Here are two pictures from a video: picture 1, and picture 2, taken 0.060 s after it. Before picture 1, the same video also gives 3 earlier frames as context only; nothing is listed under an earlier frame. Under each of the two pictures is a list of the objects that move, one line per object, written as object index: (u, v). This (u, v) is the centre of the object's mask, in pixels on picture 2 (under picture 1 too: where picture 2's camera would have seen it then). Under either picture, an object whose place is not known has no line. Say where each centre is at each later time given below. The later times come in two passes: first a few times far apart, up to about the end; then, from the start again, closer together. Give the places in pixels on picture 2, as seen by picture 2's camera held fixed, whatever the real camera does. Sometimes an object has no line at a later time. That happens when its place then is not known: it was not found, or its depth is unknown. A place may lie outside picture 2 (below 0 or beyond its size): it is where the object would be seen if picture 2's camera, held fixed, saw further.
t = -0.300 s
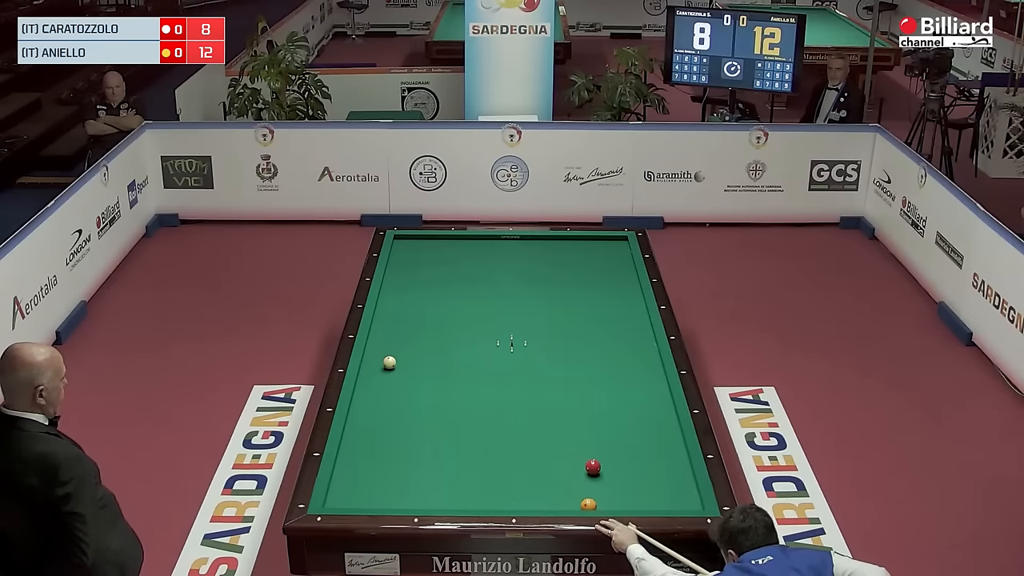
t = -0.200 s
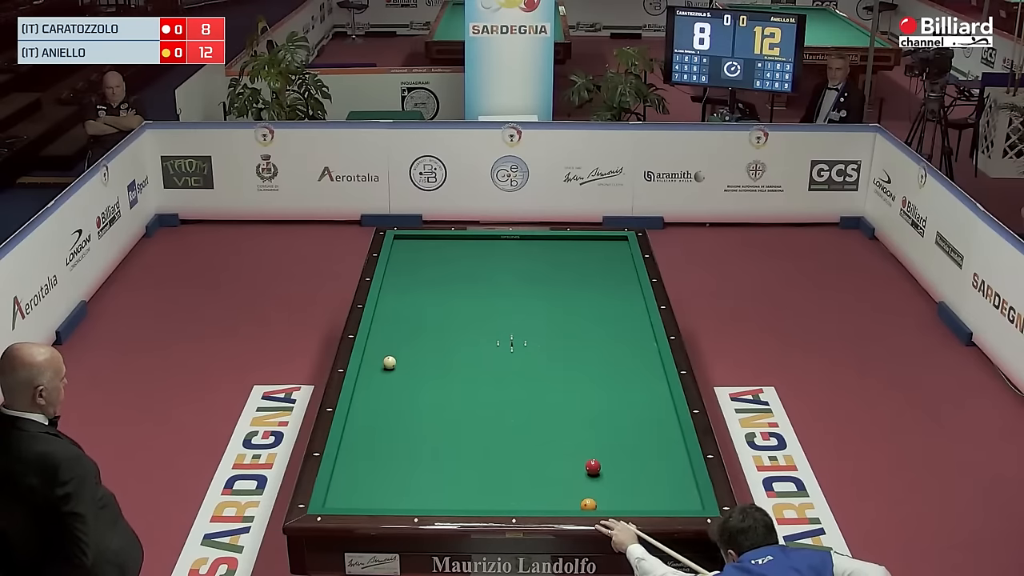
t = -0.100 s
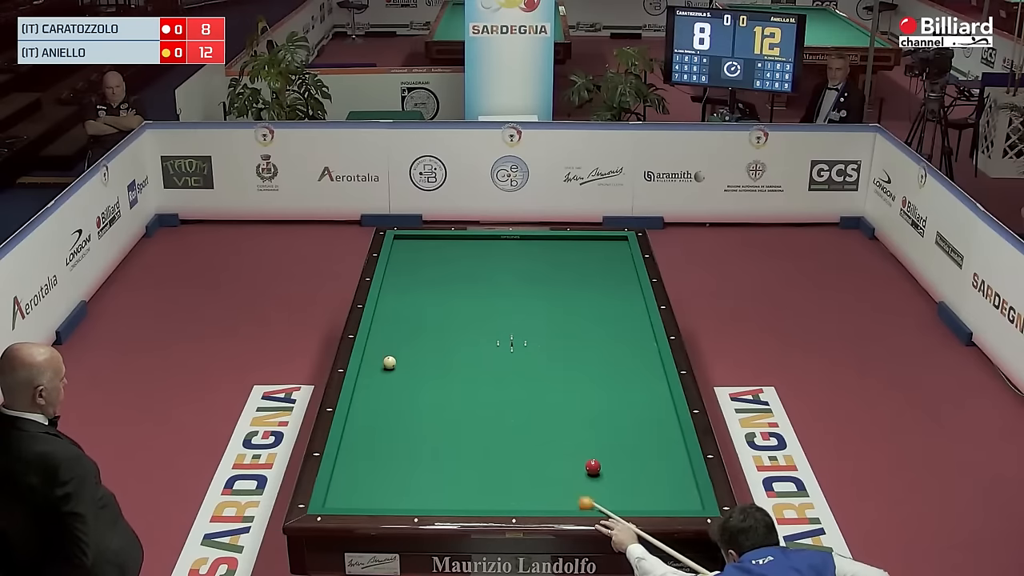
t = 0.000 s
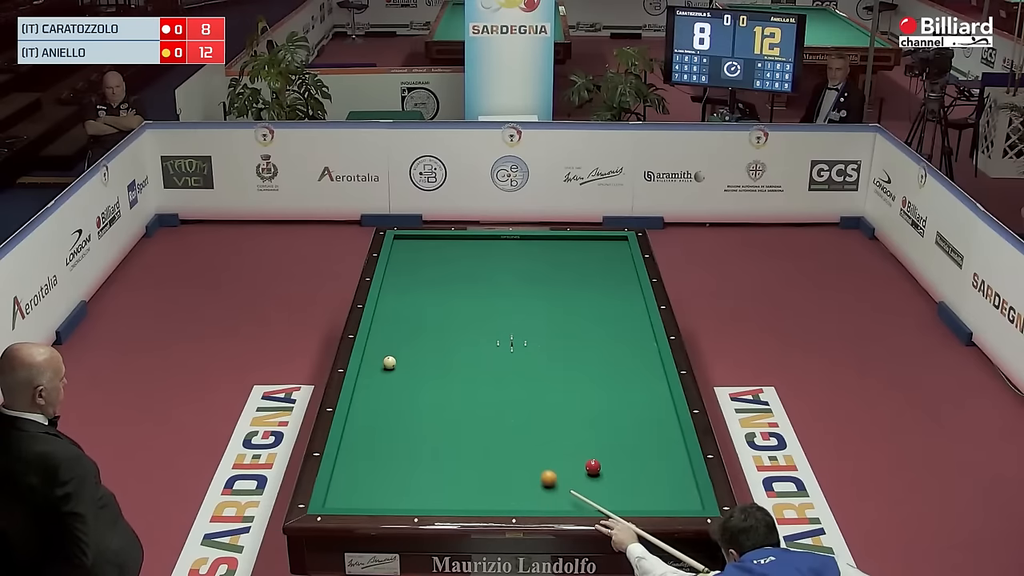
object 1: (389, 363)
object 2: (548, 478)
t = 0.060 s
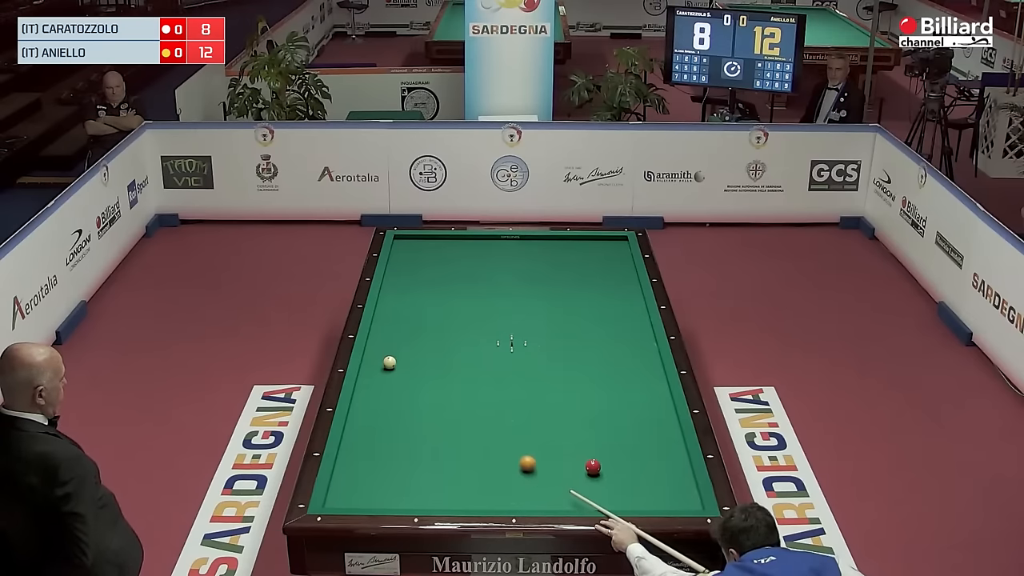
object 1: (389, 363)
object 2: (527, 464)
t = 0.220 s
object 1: (389, 363)
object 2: (475, 427)
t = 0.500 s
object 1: (389, 362)
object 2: (398, 372)
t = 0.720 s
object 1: (386, 333)
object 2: (377, 368)
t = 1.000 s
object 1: (424, 310)
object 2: (379, 360)
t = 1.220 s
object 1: (449, 294)
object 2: (394, 354)
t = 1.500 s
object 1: (478, 276)
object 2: (412, 346)
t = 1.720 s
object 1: (500, 262)
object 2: (426, 341)
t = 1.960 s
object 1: (521, 248)
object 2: (440, 335)
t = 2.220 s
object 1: (543, 240)
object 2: (454, 329)
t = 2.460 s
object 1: (562, 248)
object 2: (467, 324)
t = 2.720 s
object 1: (584, 256)
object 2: (480, 319)
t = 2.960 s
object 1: (604, 264)
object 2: (492, 314)
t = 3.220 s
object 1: (626, 272)
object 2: (503, 309)
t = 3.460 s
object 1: (626, 280)
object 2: (514, 305)
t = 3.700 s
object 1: (618, 287)
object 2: (524, 301)
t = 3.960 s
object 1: (608, 295)
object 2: (533, 297)
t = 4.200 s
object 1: (600, 303)
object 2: (542, 294)
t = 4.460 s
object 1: (591, 310)
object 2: (551, 290)
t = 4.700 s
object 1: (582, 317)
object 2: (559, 287)
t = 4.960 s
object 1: (573, 325)
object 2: (567, 284)
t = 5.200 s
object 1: (564, 333)
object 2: (573, 281)
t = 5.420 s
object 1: (556, 340)
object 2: (579, 279)
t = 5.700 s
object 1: (546, 349)
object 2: (586, 276)
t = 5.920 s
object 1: (537, 356)
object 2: (591, 274)
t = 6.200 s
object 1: (527, 364)
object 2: (598, 271)
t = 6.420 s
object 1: (519, 371)
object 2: (602, 269)
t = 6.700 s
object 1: (509, 380)
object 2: (607, 267)
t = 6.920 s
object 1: (502, 387)
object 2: (611, 266)
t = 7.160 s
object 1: (493, 394)
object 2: (615, 264)
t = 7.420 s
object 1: (484, 402)
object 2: (619, 262)
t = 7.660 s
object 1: (476, 409)
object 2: (622, 261)
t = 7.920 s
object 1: (466, 417)
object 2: (625, 260)
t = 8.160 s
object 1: (459, 424)
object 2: (627, 259)
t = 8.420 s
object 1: (450, 431)
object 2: (627, 258)
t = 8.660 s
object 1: (442, 438)
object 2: (626, 257)
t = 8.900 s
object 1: (434, 445)
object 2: (625, 257)
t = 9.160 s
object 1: (426, 452)
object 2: (624, 256)
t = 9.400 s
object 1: (419, 458)
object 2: (624, 256)
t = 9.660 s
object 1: (412, 465)
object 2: (623, 256)
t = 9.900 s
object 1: (405, 470)
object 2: (623, 256)
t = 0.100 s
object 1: (389, 363)
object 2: (514, 454)
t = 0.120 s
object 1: (389, 363)
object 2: (507, 449)
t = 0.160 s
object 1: (389, 363)
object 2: (494, 440)
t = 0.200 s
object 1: (389, 363)
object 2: (482, 431)
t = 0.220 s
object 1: (389, 363)
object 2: (475, 427)
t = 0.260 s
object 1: (389, 363)
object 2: (463, 418)
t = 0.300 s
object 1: (389, 363)
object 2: (452, 410)
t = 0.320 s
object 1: (389, 363)
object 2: (446, 406)
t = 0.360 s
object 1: (389, 363)
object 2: (435, 398)
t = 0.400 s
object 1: (389, 363)
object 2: (424, 390)
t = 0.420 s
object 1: (389, 363)
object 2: (418, 386)
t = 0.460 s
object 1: (389, 363)
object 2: (408, 379)
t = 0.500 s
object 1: (389, 362)
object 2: (398, 372)
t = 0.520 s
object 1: (388, 360)
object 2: (394, 369)
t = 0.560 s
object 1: (381, 354)
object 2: (390, 369)
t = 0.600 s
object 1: (375, 348)
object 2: (388, 369)
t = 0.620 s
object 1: (372, 345)
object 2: (386, 369)
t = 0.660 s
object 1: (376, 340)
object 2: (382, 369)
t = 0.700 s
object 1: (383, 335)
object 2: (379, 368)
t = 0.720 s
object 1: (386, 333)
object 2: (377, 368)
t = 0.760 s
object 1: (393, 329)
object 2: (373, 367)
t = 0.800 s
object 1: (399, 326)
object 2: (369, 366)
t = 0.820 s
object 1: (401, 324)
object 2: (367, 365)
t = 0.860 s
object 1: (407, 321)
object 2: (368, 363)
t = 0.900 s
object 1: (412, 317)
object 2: (371, 362)
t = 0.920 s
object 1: (414, 316)
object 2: (373, 362)
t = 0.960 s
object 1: (419, 313)
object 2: (376, 361)
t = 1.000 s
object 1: (424, 310)
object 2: (379, 360)
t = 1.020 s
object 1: (426, 308)
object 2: (380, 359)
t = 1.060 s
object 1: (431, 306)
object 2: (383, 358)
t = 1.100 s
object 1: (435, 303)
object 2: (385, 357)
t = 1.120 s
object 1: (438, 301)
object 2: (387, 356)
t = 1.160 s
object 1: (442, 298)
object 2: (389, 355)
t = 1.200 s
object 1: (446, 295)
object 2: (392, 354)
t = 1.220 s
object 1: (449, 294)
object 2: (394, 354)
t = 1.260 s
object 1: (453, 291)
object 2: (396, 353)
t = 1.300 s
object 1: (457, 289)
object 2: (399, 352)
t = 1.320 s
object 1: (460, 287)
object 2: (400, 351)
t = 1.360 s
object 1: (464, 285)
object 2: (403, 350)
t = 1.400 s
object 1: (468, 282)
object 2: (406, 349)
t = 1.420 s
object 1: (470, 281)
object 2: (407, 348)
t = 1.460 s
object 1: (474, 278)
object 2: (409, 347)
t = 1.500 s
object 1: (478, 276)
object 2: (412, 346)
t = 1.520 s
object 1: (480, 274)
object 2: (413, 346)
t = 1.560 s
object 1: (484, 272)
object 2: (416, 345)
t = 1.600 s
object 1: (488, 269)
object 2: (418, 344)
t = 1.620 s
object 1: (490, 268)
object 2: (420, 343)
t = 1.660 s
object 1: (494, 266)
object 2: (422, 342)
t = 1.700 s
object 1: (498, 263)
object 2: (424, 341)
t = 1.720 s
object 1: (500, 262)
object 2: (426, 341)
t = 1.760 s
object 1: (503, 260)
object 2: (428, 340)
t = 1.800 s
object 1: (507, 257)
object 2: (431, 339)
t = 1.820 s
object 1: (509, 256)
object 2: (432, 339)
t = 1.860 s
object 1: (512, 254)
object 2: (434, 337)
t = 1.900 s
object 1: (516, 252)
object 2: (436, 336)
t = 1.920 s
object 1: (518, 251)
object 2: (437, 336)
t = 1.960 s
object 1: (521, 248)
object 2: (440, 335)
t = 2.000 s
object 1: (525, 246)
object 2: (442, 334)
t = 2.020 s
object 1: (526, 245)
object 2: (443, 334)
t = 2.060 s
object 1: (530, 243)
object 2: (446, 333)
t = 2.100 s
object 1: (533, 241)
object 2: (448, 332)
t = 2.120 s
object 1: (535, 240)
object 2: (449, 332)
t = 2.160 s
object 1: (538, 238)
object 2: (451, 331)
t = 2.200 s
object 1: (541, 239)
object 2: (453, 330)
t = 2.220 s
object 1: (543, 240)
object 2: (454, 329)
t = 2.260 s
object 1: (546, 241)
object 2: (456, 329)
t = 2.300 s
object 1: (549, 243)
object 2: (459, 328)
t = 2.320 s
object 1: (551, 243)
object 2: (460, 327)
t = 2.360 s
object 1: (554, 245)
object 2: (462, 326)
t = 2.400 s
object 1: (558, 246)
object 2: (464, 325)
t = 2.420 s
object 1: (559, 246)
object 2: (465, 325)
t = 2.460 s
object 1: (562, 248)
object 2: (467, 324)
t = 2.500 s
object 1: (566, 249)
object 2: (469, 323)
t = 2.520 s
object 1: (567, 250)
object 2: (470, 323)
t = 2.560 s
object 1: (571, 251)
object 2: (472, 322)
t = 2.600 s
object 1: (574, 252)
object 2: (474, 321)
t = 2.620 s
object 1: (576, 253)
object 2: (475, 321)
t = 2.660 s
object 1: (579, 254)
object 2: (477, 320)
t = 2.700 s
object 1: (582, 255)
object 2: (479, 319)
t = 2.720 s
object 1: (584, 256)
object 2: (480, 319)
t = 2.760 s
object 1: (587, 257)
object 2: (482, 318)
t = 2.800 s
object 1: (590, 258)
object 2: (484, 317)
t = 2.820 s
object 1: (592, 259)
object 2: (485, 317)
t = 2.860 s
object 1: (595, 260)
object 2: (487, 316)
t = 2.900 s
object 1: (599, 262)
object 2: (489, 315)
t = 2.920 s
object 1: (600, 263)
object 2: (490, 315)
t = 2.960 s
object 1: (604, 264)
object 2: (492, 314)
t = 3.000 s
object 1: (607, 265)
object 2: (494, 314)
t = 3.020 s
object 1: (609, 266)
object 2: (495, 313)
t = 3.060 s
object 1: (612, 267)
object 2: (496, 313)
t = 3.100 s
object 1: (616, 268)
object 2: (498, 312)
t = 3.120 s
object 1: (617, 269)
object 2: (499, 311)
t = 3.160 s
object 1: (621, 270)
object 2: (501, 311)
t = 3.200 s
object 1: (624, 272)
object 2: (502, 310)
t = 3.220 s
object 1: (626, 272)
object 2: (503, 309)
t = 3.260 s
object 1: (629, 274)
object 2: (505, 309)
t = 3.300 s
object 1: (633, 275)
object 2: (507, 308)
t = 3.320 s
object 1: (632, 275)
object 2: (508, 308)
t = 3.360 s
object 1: (630, 277)
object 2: (510, 307)
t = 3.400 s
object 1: (629, 278)
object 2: (511, 306)
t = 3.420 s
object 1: (628, 278)
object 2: (512, 306)
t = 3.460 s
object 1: (626, 280)
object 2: (514, 305)
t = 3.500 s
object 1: (625, 281)
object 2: (516, 305)
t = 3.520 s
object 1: (624, 281)
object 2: (516, 304)
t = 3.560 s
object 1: (623, 283)
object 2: (518, 304)
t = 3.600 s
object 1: (621, 284)
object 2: (520, 303)
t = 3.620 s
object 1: (621, 285)
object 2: (521, 303)
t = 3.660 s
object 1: (619, 286)
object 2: (522, 302)
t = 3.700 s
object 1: (618, 287)
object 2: (524, 301)
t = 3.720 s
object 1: (617, 288)
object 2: (525, 301)
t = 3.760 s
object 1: (616, 289)
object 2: (526, 301)
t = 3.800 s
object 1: (614, 290)
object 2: (528, 300)
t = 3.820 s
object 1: (614, 291)
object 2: (528, 299)
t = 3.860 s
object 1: (612, 292)
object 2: (530, 299)
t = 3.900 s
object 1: (611, 293)
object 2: (531, 298)
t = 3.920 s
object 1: (610, 294)
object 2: (532, 298)
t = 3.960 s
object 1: (608, 295)
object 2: (533, 297)
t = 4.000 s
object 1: (607, 296)
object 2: (535, 297)
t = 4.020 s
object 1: (607, 297)
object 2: (536, 296)
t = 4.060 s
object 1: (605, 298)
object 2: (537, 296)
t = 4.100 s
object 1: (603, 299)
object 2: (539, 295)
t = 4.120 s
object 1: (603, 300)
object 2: (540, 295)
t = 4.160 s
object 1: (601, 301)
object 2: (541, 294)
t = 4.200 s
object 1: (600, 303)
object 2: (542, 294)
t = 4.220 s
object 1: (599, 303)
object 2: (543, 294)
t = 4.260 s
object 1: (598, 304)
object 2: (545, 293)
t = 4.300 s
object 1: (596, 306)
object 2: (546, 292)
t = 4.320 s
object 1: (595, 306)
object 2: (546, 292)
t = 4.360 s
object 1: (595, 307)
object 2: (547, 292)
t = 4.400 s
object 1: (593, 308)
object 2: (549, 291)
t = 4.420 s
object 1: (593, 309)
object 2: (549, 291)
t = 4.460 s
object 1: (591, 310)
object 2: (551, 290)
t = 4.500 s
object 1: (590, 311)
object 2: (552, 290)
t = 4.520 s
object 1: (589, 312)
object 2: (553, 290)
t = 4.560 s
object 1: (587, 313)
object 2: (554, 289)
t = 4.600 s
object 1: (586, 314)
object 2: (555, 289)
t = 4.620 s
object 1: (585, 315)
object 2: (556, 288)
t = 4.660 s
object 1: (584, 316)
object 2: (557, 288)
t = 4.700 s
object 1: (582, 317)
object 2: (559, 287)
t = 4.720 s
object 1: (582, 318)
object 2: (559, 287)
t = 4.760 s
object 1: (580, 319)
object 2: (560, 287)
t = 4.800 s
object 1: (579, 320)
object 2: (562, 286)
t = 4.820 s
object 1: (578, 321)
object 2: (562, 286)
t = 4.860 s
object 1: (577, 322)
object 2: (564, 285)
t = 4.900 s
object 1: (575, 324)
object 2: (564, 285)
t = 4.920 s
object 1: (574, 324)
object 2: (565, 285)
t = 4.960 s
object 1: (573, 325)
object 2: (567, 284)
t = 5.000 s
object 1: (571, 327)
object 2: (568, 284)
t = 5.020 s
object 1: (571, 327)
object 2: (568, 283)
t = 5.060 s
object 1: (569, 329)
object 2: (569, 283)
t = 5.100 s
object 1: (568, 330)
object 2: (571, 283)
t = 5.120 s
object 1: (567, 331)
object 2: (571, 282)
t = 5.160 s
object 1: (565, 332)
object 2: (572, 281)
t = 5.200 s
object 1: (564, 333)
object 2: (573, 281)
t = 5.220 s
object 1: (563, 334)
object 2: (574, 281)
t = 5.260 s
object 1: (562, 335)
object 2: (575, 281)
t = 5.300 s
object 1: (560, 336)
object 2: (576, 280)
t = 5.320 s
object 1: (560, 337)
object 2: (576, 280)
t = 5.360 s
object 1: (558, 338)
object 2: (578, 279)
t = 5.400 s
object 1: (557, 339)
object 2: (579, 279)
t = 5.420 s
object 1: (556, 340)
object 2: (579, 279)
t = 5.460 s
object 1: (555, 341)
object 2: (581, 278)
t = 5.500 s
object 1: (553, 342)
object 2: (581, 278)
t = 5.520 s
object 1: (552, 343)
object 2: (582, 278)
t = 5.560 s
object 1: (551, 344)
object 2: (583, 277)
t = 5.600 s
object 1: (549, 346)
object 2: (584, 277)
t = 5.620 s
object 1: (549, 346)
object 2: (585, 277)
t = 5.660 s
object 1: (547, 347)
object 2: (585, 276)
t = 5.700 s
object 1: (546, 349)
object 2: (586, 276)
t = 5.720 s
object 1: (545, 349)
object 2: (587, 276)
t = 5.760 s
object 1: (543, 351)
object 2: (588, 275)
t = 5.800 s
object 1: (542, 352)
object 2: (589, 275)
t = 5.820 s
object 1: (541, 352)
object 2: (589, 275)
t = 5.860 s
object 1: (540, 354)
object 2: (590, 275)
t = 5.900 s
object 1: (538, 355)
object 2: (591, 274)
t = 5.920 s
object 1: (537, 356)
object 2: (591, 274)
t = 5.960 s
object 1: (536, 357)
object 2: (592, 273)
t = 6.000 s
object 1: (535, 358)
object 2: (593, 273)
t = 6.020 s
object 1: (534, 359)
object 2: (594, 273)
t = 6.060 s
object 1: (533, 360)
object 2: (595, 273)
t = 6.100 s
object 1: (531, 361)
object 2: (596, 272)
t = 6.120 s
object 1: (530, 362)
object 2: (596, 272)
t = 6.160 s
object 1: (529, 363)
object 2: (597, 272)
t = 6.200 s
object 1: (527, 364)
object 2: (598, 271)
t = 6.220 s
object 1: (527, 365)
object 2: (598, 271)
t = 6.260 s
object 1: (525, 366)
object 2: (599, 271)
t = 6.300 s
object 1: (524, 368)
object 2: (600, 271)
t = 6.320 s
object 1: (523, 368)
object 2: (600, 270)
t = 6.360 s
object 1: (522, 369)
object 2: (601, 270)
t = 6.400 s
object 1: (520, 371)
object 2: (602, 270)
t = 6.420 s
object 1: (519, 371)
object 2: (602, 269)
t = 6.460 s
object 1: (518, 372)
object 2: (603, 269)
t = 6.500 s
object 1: (516, 374)
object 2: (604, 269)
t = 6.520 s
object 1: (516, 374)
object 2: (604, 269)
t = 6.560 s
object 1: (514, 376)
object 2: (605, 268)
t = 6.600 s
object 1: (513, 377)
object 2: (606, 268)
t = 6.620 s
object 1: (512, 377)
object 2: (606, 268)
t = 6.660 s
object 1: (511, 379)
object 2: (607, 268)
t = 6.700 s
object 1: (509, 380)
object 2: (607, 267)
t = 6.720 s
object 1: (508, 381)
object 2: (608, 267)
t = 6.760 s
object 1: (507, 382)
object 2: (609, 267)
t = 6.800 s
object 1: (506, 383)
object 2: (609, 267)
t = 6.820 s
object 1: (505, 384)
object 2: (609, 267)
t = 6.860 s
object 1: (504, 385)
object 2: (610, 266)
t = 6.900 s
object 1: (502, 386)
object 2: (611, 266)
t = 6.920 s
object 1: (502, 387)
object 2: (611, 266)
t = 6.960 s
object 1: (500, 388)
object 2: (612, 265)
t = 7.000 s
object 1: (499, 389)
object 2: (612, 265)
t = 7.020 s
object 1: (498, 390)
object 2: (613, 265)
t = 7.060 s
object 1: (496, 391)
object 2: (613, 265)
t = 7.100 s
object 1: (495, 392)
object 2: (614, 264)
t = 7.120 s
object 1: (494, 393)
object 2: (614, 264)
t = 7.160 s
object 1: (493, 394)
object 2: (615, 264)
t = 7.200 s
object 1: (492, 395)
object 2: (616, 264)
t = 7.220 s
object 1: (491, 396)
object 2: (616, 264)
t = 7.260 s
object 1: (490, 397)
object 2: (616, 264)
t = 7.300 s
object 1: (488, 398)
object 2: (617, 263)
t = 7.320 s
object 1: (487, 399)
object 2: (617, 263)
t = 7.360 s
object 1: (486, 400)
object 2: (618, 263)
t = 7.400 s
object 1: (485, 401)
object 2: (618, 263)
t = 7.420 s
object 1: (484, 402)
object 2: (619, 262)
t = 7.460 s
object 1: (483, 403)
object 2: (619, 262)
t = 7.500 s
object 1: (481, 404)
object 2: (620, 262)
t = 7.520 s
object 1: (481, 405)
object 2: (620, 262)
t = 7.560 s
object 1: (479, 406)
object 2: (620, 262)
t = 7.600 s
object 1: (478, 407)
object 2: (621, 261)
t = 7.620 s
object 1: (477, 408)
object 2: (621, 261)
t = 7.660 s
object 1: (476, 409)
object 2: (622, 261)
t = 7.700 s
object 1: (474, 411)
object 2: (622, 261)
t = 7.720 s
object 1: (473, 411)
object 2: (622, 261)
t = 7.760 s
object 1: (472, 412)
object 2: (623, 260)
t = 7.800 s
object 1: (471, 413)
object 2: (623, 260)
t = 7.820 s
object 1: (470, 414)
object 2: (624, 260)
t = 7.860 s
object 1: (469, 415)
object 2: (624, 260)
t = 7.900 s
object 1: (467, 416)
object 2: (625, 260)
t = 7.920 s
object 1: (466, 417)
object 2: (625, 260)
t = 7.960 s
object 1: (465, 418)
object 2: (625, 260)
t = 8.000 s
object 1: (464, 419)
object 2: (625, 259)
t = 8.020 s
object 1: (463, 420)
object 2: (626, 259)
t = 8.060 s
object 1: (462, 421)
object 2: (626, 259)
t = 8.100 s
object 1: (461, 422)
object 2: (626, 259)
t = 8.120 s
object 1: (460, 423)
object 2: (627, 259)
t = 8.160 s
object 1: (459, 424)
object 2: (627, 259)
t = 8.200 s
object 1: (457, 425)
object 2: (627, 258)
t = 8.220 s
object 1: (456, 426)
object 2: (627, 258)
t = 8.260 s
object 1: (455, 427)
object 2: (628, 258)
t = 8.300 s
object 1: (454, 428)
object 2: (628, 258)
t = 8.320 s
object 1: (453, 428)
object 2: (628, 258)
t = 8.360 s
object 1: (452, 430)
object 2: (627, 258)
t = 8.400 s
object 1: (451, 431)
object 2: (627, 258)
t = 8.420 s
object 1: (450, 431)
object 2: (627, 258)
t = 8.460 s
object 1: (449, 432)
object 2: (627, 258)
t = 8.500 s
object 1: (447, 433)
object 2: (627, 258)
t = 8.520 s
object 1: (446, 434)
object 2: (627, 257)
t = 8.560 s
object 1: (445, 435)
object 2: (626, 257)
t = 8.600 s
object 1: (444, 436)
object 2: (626, 257)
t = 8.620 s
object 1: (443, 437)
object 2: (626, 257)
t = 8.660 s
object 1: (442, 438)
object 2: (626, 257)
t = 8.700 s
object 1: (441, 439)
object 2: (626, 257)
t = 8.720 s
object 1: (440, 440)
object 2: (626, 257)
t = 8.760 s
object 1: (439, 441)
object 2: (626, 257)
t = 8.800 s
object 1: (438, 442)
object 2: (625, 257)
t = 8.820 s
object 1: (437, 442)
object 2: (625, 257)
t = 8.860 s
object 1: (436, 444)
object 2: (625, 257)
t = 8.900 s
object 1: (434, 445)
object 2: (625, 257)
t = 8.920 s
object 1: (434, 445)
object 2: (625, 256)
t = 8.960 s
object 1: (433, 446)
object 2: (625, 256)
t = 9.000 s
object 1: (431, 447)
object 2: (625, 256)
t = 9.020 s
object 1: (431, 448)
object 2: (625, 256)
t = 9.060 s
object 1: (430, 449)
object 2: (625, 256)
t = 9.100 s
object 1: (428, 450)
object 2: (624, 256)
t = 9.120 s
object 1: (428, 450)
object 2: (624, 256)
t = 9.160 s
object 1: (426, 452)
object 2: (624, 256)
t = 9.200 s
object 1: (425, 453)
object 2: (624, 256)
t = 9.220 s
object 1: (425, 453)
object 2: (624, 256)
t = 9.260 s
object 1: (423, 454)
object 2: (624, 256)
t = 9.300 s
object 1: (422, 455)
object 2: (624, 256)
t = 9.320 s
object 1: (422, 456)
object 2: (624, 256)
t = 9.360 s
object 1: (420, 457)
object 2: (624, 256)
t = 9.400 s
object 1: (419, 458)
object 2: (624, 256)
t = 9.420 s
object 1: (419, 458)
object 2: (624, 256)
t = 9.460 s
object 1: (417, 459)
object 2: (624, 256)
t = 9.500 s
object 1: (416, 460)
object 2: (624, 256)
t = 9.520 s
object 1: (416, 461)
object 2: (624, 256)
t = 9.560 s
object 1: (414, 462)
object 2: (624, 256)
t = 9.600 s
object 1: (413, 463)
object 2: (623, 256)
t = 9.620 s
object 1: (413, 464)
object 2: (623, 256)
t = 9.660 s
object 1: (412, 465)
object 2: (623, 256)
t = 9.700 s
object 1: (410, 465)
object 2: (623, 256)
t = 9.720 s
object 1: (410, 466)
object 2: (623, 256)
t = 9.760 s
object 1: (409, 467)
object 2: (623, 256)
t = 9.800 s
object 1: (408, 468)
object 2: (623, 256)
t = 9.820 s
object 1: (407, 468)
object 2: (623, 256)
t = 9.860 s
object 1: (406, 469)
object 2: (623, 256)
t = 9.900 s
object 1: (405, 470)
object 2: (623, 256)
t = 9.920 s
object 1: (404, 471)
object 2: (623, 256)
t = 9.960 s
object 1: (403, 472)
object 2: (623, 256)
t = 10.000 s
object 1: (402, 473)
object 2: (623, 256)
